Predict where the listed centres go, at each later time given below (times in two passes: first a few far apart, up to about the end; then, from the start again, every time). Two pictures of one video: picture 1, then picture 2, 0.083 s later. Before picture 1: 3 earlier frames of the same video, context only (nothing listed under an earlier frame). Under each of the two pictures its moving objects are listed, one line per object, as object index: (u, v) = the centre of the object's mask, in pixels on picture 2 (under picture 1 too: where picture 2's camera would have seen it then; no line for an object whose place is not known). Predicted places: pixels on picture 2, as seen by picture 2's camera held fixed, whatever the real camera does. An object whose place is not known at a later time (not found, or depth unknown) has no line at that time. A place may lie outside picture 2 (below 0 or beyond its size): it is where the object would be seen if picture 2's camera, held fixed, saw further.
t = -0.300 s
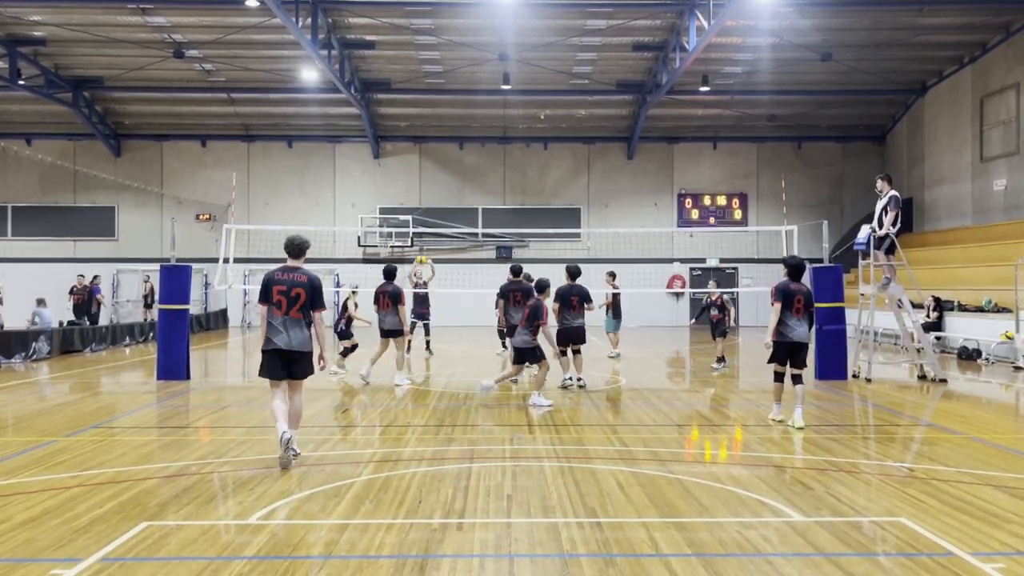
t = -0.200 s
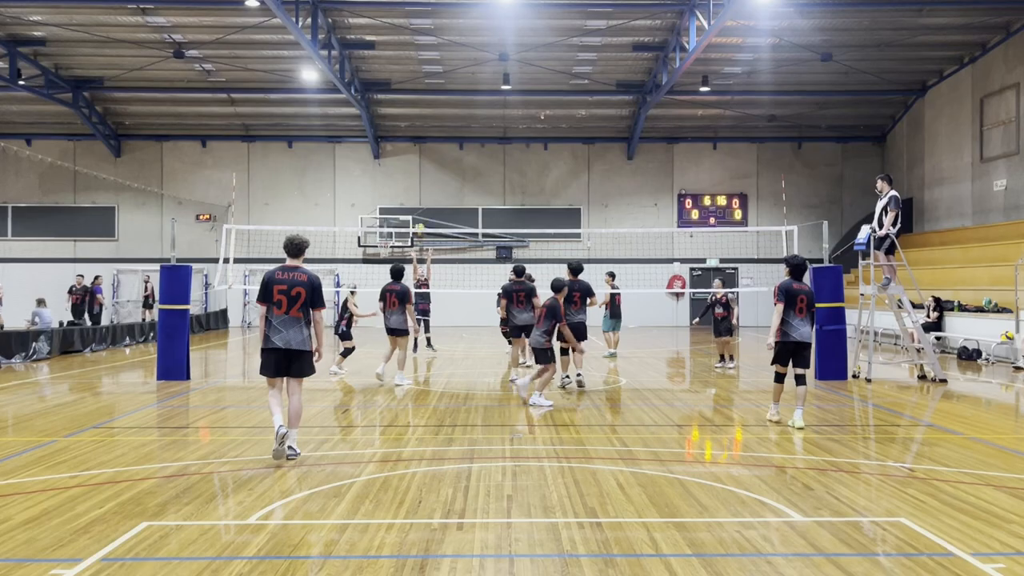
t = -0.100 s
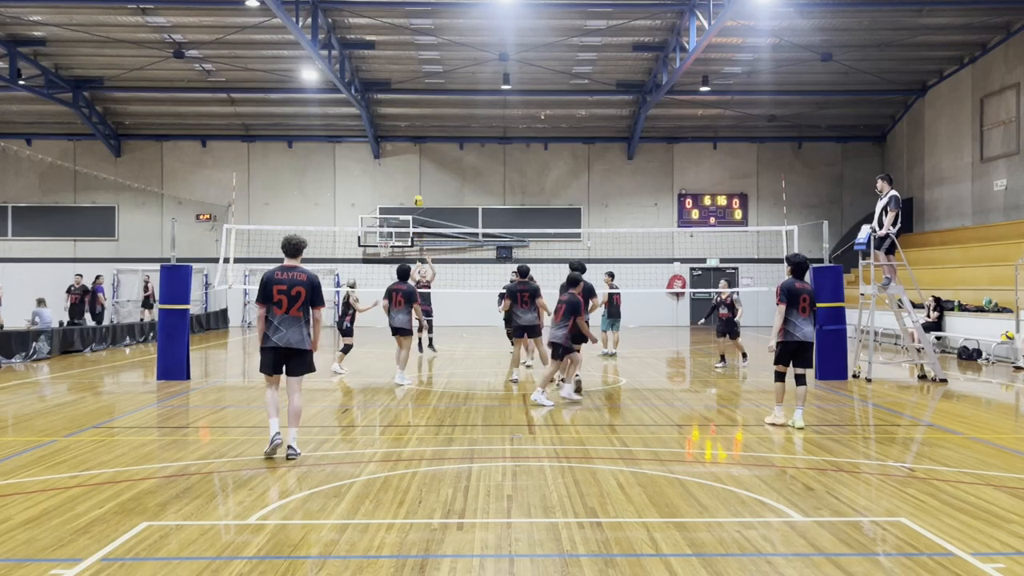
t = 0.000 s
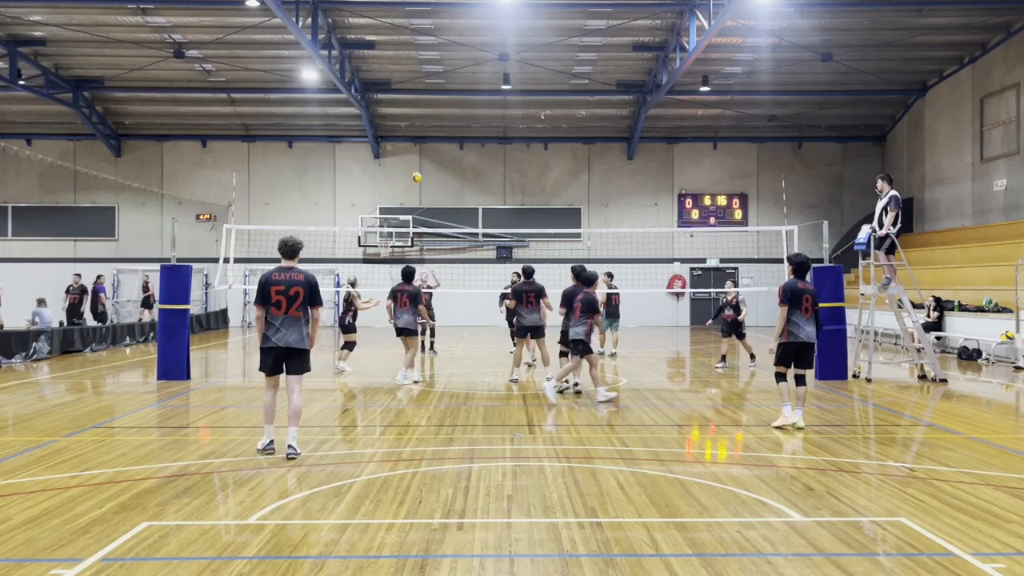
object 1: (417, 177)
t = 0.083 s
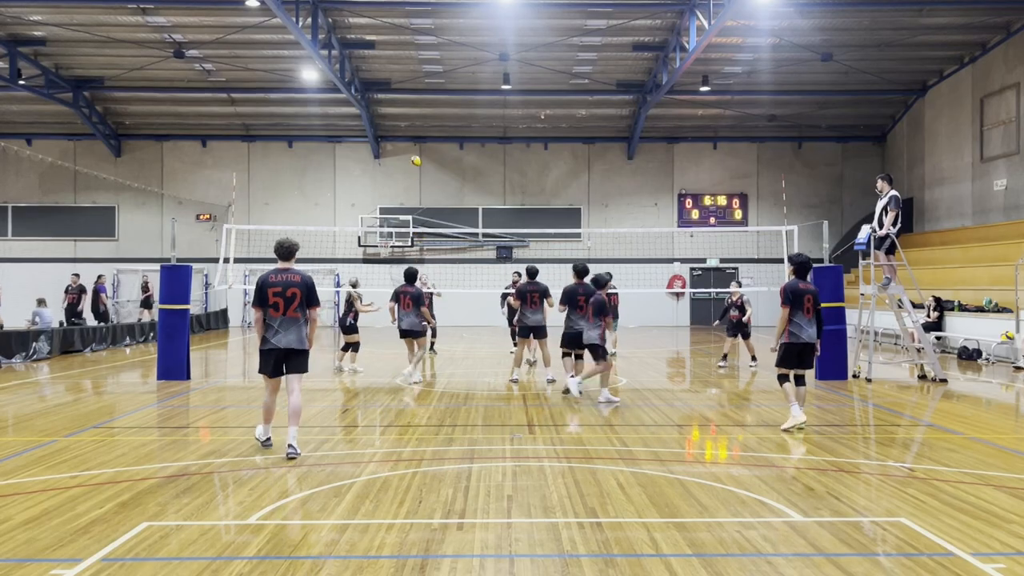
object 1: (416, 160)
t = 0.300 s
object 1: (413, 134)
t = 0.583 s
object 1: (410, 132)
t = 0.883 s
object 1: (407, 173)
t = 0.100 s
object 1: (415, 158)
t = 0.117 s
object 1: (415, 155)
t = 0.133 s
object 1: (415, 152)
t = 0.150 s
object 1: (415, 150)
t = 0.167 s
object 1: (415, 148)
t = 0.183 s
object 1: (414, 146)
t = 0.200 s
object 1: (414, 144)
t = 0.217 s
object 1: (414, 143)
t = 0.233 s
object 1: (414, 141)
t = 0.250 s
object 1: (413, 139)
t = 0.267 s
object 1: (413, 138)
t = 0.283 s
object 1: (413, 136)
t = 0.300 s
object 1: (413, 134)
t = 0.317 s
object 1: (413, 133)
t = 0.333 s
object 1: (412, 132)
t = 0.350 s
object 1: (412, 131)
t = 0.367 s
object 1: (412, 130)
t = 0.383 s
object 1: (412, 130)
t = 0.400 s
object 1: (412, 129)
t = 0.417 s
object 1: (411, 128)
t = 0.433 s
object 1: (411, 128)
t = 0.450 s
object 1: (411, 128)
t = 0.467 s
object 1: (411, 128)
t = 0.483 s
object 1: (411, 128)
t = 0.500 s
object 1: (411, 128)
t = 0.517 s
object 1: (410, 129)
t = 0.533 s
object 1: (410, 130)
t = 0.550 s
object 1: (410, 130)
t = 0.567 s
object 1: (410, 131)
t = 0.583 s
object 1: (410, 132)
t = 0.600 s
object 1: (410, 133)
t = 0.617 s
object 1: (410, 134)
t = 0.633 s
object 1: (409, 136)
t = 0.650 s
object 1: (409, 137)
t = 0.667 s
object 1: (409, 139)
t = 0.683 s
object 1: (409, 141)
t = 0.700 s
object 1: (409, 142)
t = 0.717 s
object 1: (409, 145)
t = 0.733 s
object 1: (408, 147)
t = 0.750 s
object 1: (408, 149)
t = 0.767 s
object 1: (408, 152)
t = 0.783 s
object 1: (408, 154)
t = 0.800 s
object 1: (408, 157)
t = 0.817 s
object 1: (408, 160)
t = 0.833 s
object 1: (408, 163)
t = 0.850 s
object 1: (407, 166)
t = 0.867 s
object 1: (407, 170)
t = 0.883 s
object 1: (407, 173)
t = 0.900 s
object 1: (407, 177)
